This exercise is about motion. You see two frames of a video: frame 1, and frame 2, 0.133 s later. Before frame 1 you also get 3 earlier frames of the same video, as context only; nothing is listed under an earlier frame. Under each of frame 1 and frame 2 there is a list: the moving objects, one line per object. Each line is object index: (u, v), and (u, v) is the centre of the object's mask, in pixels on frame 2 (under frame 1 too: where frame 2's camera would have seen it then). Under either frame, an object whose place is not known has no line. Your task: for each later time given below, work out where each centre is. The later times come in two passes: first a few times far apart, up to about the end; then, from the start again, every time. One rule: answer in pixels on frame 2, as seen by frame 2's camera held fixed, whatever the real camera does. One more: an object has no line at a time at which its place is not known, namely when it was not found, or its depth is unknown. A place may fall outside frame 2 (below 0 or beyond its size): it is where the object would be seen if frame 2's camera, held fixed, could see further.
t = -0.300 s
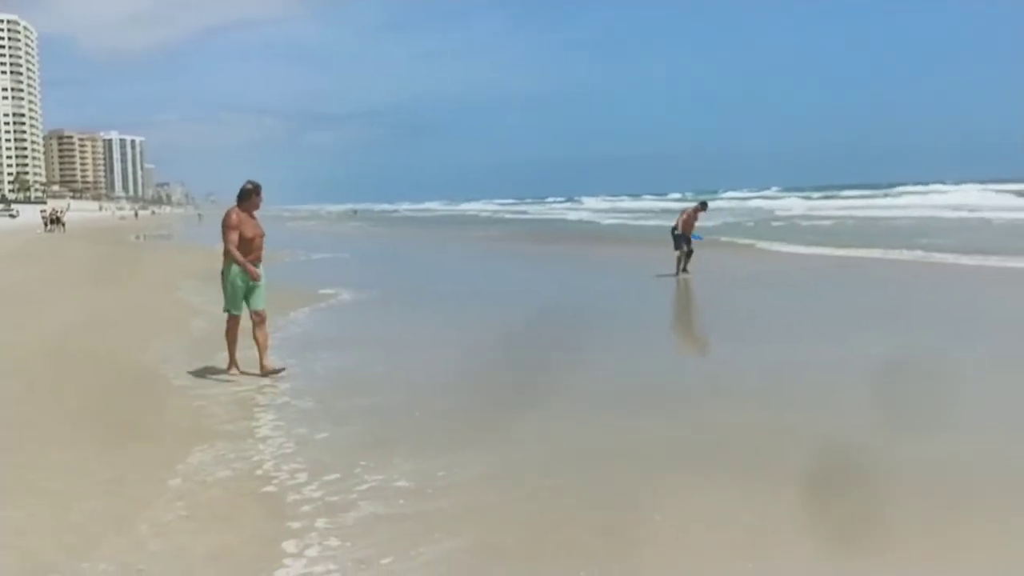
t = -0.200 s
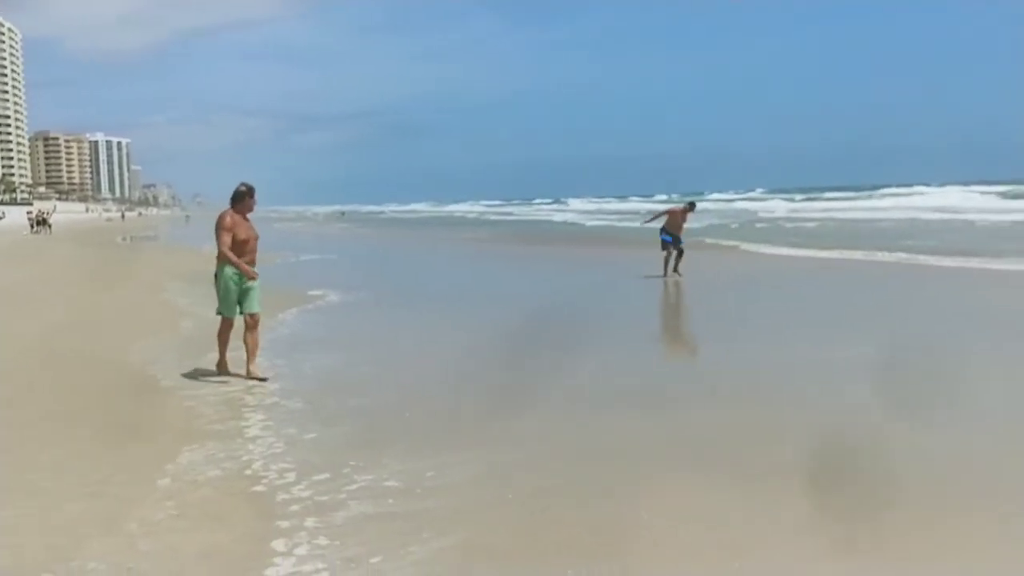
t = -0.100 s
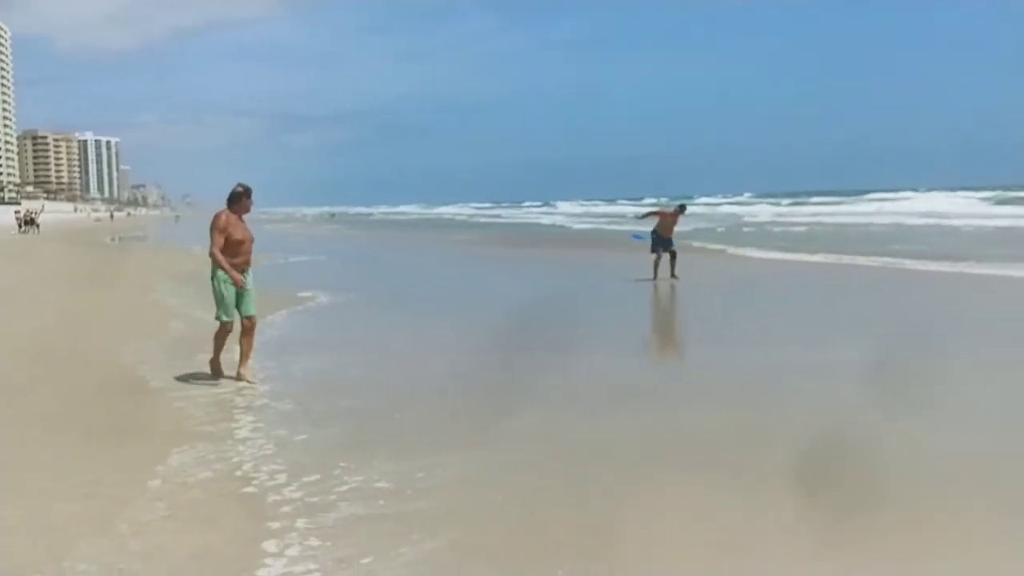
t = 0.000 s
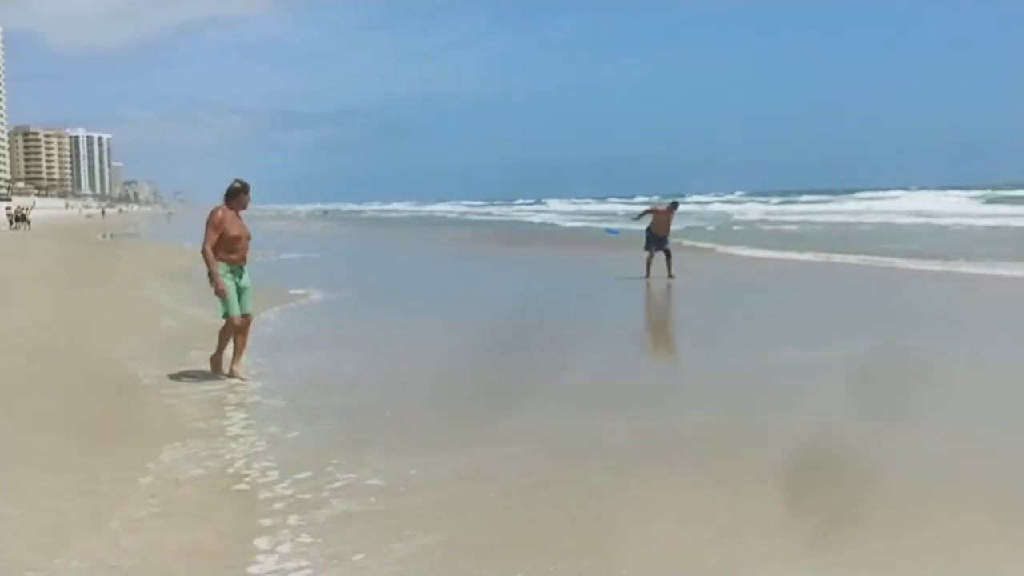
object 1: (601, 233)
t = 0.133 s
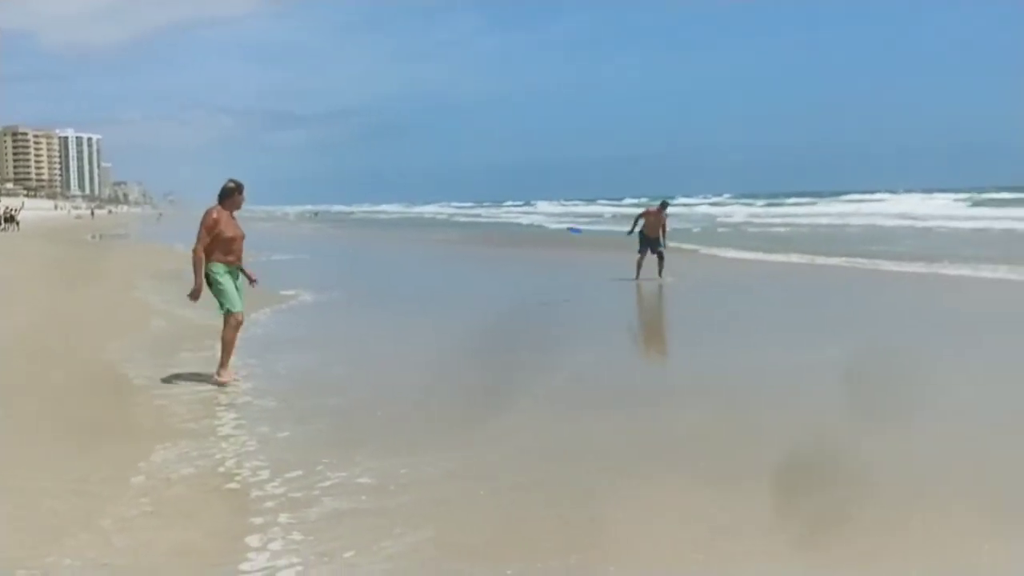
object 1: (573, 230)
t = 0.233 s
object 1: (551, 229)
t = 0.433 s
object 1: (503, 234)
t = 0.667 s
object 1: (437, 244)
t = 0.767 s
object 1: (406, 250)
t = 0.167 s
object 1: (566, 229)
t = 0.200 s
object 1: (558, 229)
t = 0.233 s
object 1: (551, 229)
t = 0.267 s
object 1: (543, 229)
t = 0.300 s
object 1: (535, 230)
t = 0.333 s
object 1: (528, 230)
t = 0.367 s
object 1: (519, 231)
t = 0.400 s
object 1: (511, 232)
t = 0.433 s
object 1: (503, 234)
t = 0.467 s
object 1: (493, 235)
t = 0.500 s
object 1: (484, 236)
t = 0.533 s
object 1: (474, 237)
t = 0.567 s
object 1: (465, 239)
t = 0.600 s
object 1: (456, 240)
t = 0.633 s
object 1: (447, 242)
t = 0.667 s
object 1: (437, 244)
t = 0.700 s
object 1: (426, 246)
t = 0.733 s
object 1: (416, 248)
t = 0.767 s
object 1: (406, 250)
